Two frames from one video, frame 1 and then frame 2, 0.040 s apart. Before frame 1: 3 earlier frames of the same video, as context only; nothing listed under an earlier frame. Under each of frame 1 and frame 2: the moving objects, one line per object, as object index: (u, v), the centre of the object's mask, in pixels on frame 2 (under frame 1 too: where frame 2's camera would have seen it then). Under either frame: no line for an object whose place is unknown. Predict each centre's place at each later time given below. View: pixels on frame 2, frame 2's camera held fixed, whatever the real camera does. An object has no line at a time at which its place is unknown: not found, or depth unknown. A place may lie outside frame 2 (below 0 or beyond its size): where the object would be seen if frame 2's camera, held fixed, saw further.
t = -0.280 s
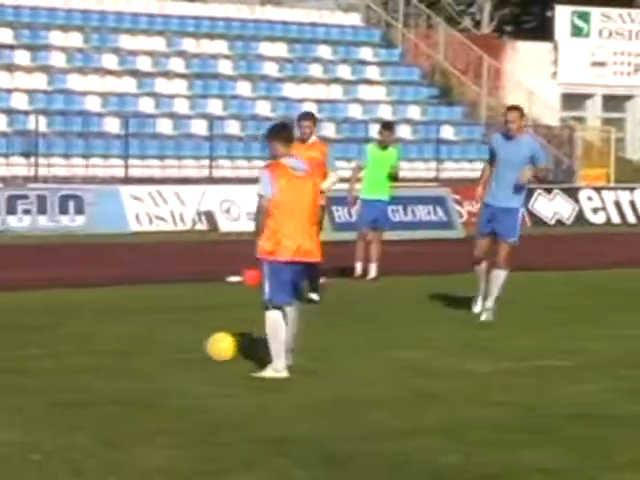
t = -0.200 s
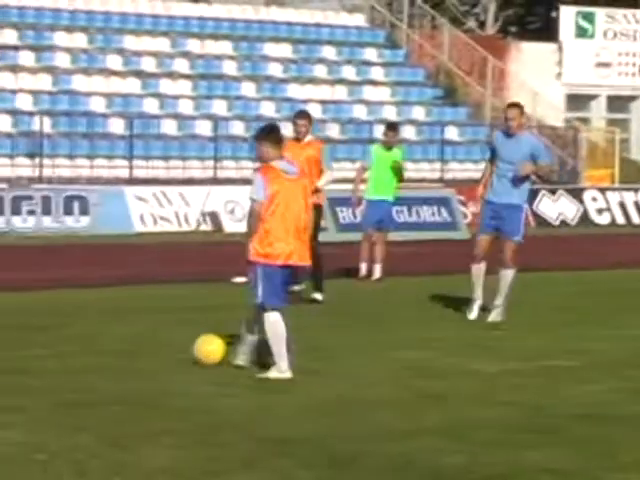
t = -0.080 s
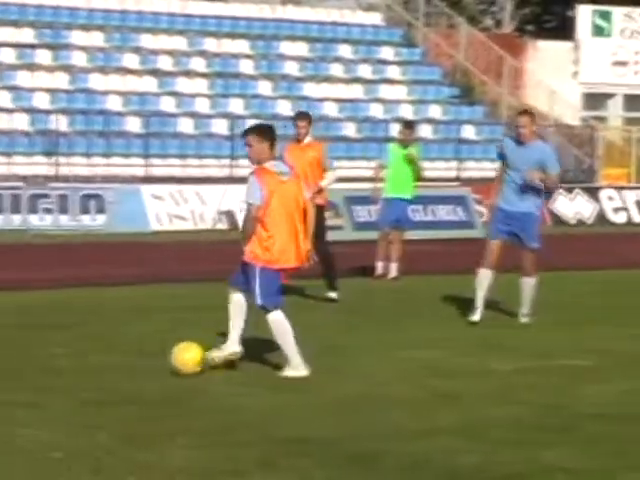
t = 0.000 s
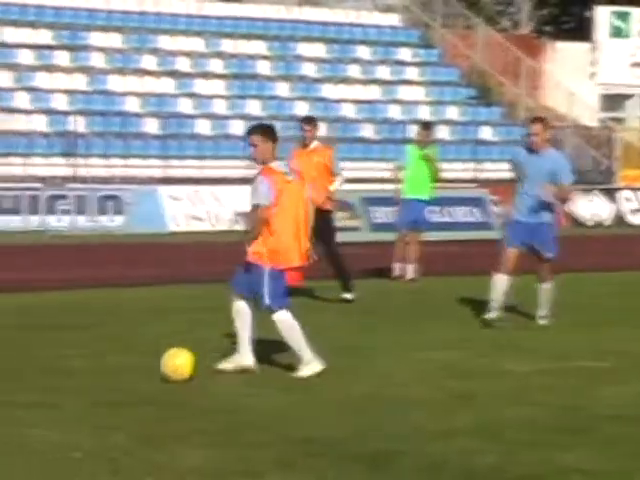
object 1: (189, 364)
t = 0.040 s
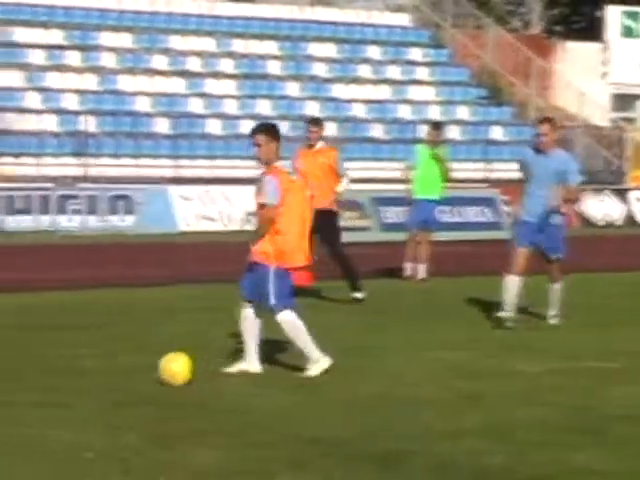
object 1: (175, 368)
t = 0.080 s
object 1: (161, 372)
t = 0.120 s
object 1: (148, 376)
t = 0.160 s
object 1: (136, 382)
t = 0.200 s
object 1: (123, 387)
